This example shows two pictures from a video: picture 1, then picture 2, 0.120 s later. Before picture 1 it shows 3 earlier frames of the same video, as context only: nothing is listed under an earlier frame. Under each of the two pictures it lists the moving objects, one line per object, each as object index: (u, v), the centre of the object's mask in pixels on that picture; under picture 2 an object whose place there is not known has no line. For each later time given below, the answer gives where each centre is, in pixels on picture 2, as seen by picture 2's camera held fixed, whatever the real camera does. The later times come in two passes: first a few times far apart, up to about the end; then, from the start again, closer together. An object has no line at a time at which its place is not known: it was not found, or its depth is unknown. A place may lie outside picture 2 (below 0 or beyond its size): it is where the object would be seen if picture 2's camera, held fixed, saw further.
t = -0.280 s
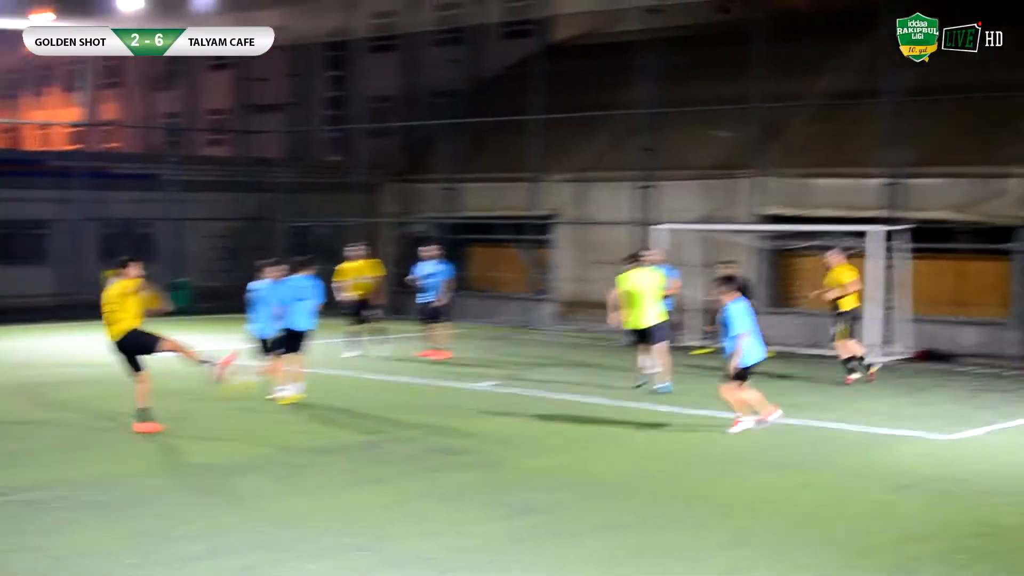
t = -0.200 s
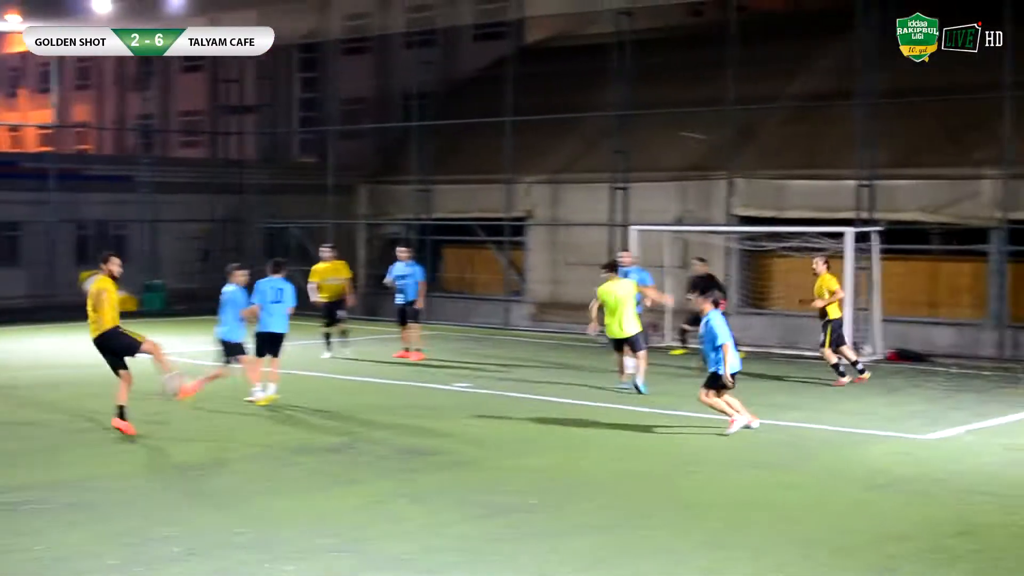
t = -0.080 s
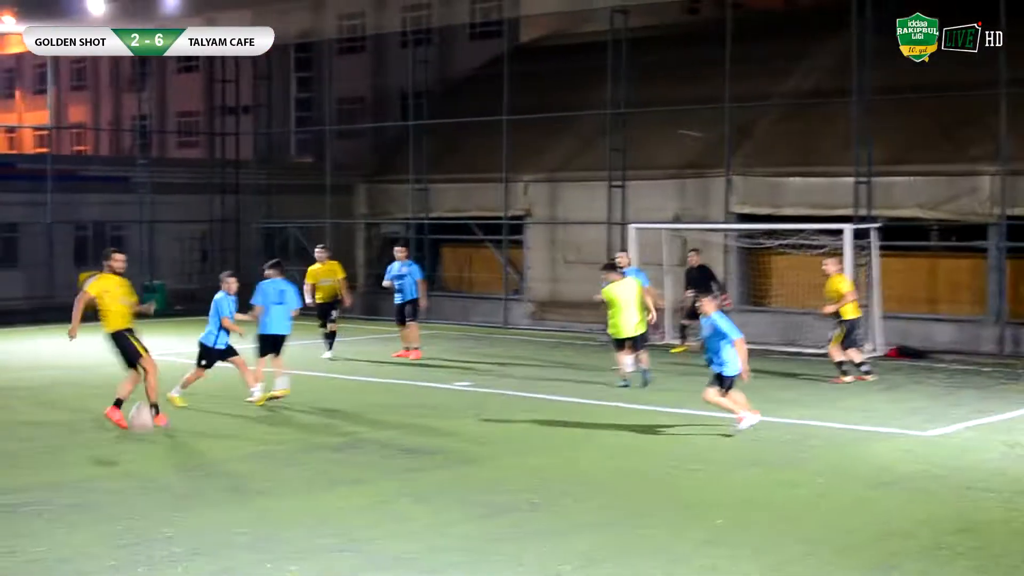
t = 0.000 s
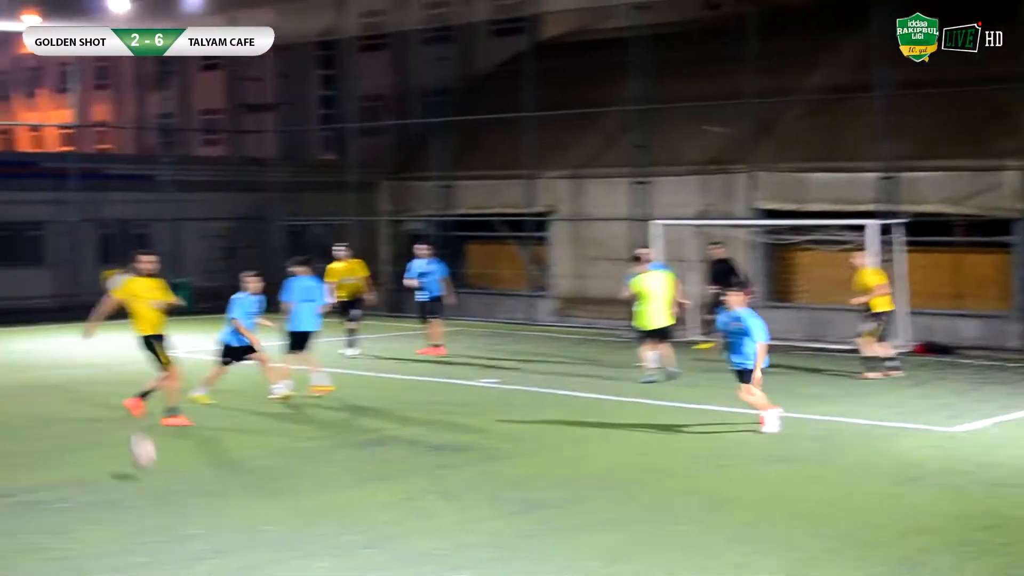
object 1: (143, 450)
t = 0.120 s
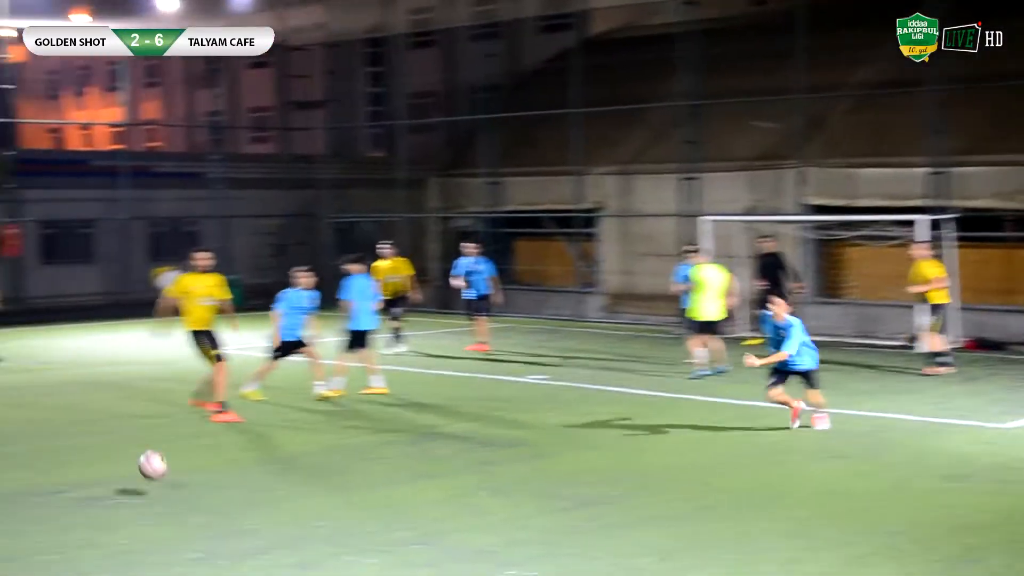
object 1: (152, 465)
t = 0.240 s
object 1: (102, 461)
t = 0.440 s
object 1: (6, 503)
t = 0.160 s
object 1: (136, 461)
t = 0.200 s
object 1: (120, 461)
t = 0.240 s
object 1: (102, 461)
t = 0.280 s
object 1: (84, 463)
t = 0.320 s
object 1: (65, 469)
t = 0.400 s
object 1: (27, 487)
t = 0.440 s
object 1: (6, 503)
